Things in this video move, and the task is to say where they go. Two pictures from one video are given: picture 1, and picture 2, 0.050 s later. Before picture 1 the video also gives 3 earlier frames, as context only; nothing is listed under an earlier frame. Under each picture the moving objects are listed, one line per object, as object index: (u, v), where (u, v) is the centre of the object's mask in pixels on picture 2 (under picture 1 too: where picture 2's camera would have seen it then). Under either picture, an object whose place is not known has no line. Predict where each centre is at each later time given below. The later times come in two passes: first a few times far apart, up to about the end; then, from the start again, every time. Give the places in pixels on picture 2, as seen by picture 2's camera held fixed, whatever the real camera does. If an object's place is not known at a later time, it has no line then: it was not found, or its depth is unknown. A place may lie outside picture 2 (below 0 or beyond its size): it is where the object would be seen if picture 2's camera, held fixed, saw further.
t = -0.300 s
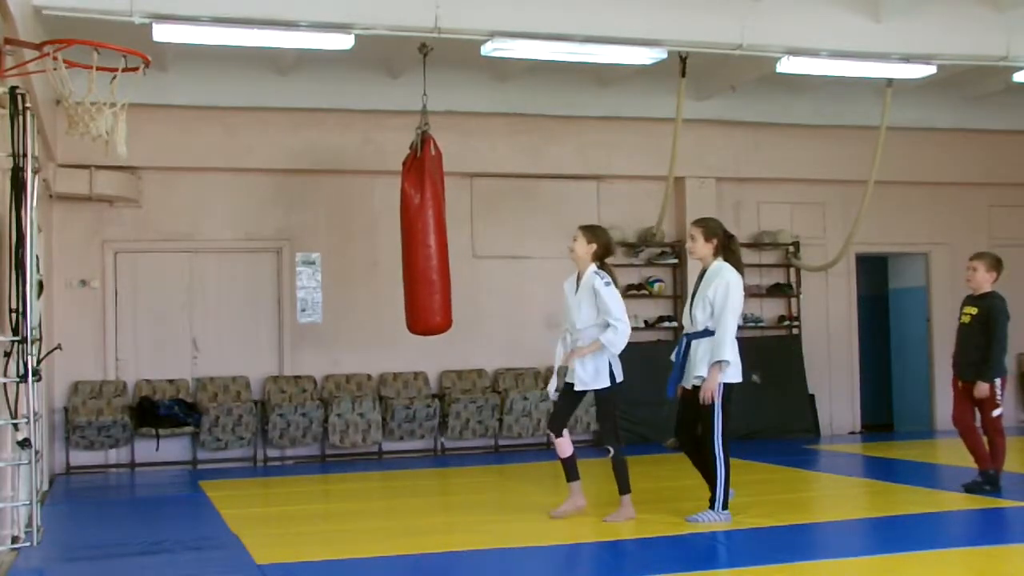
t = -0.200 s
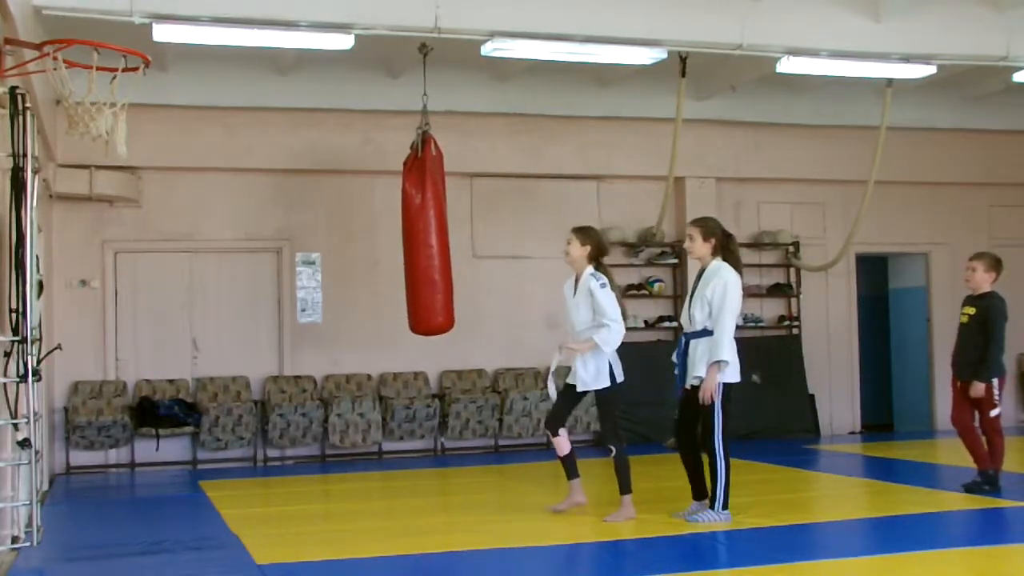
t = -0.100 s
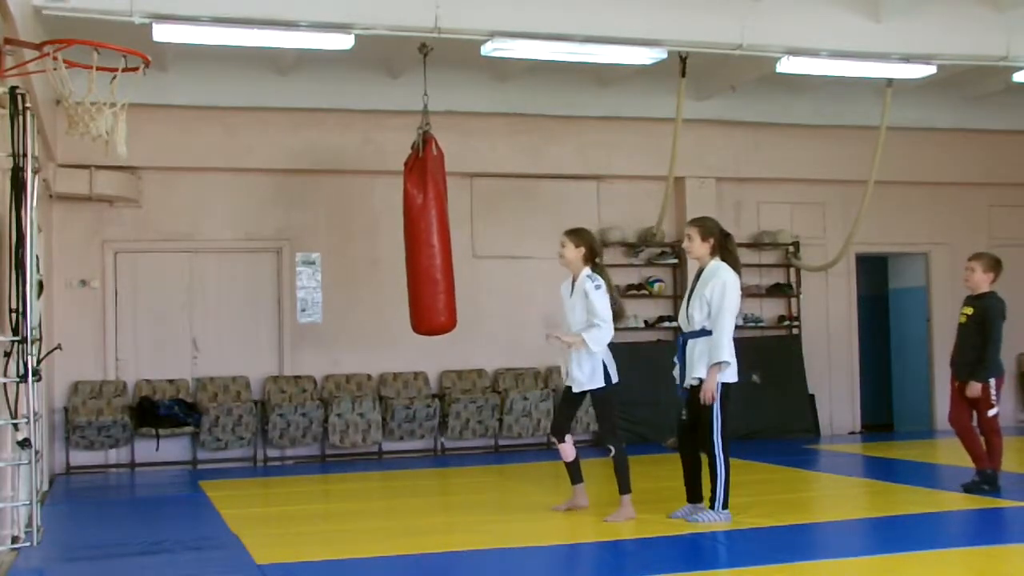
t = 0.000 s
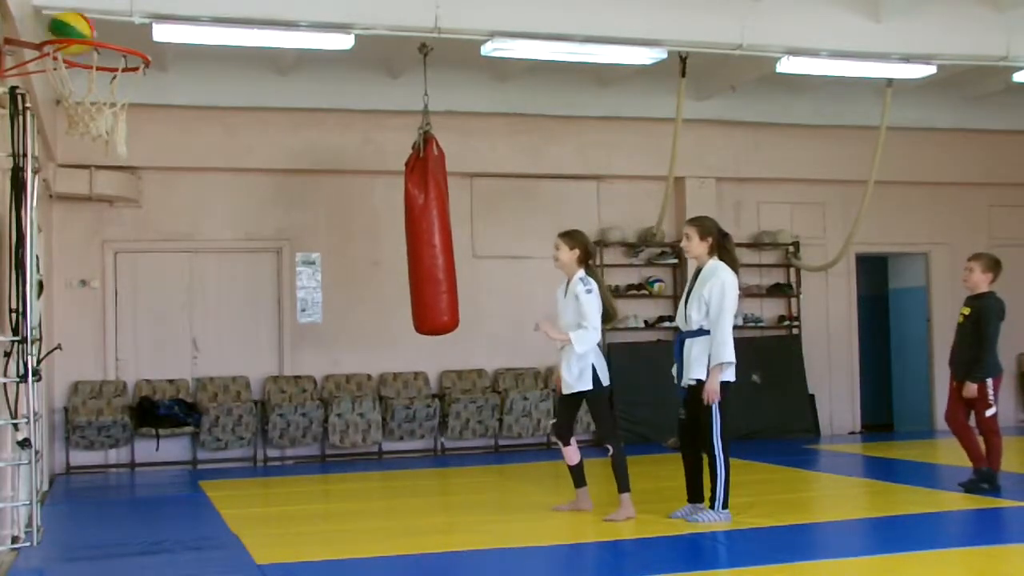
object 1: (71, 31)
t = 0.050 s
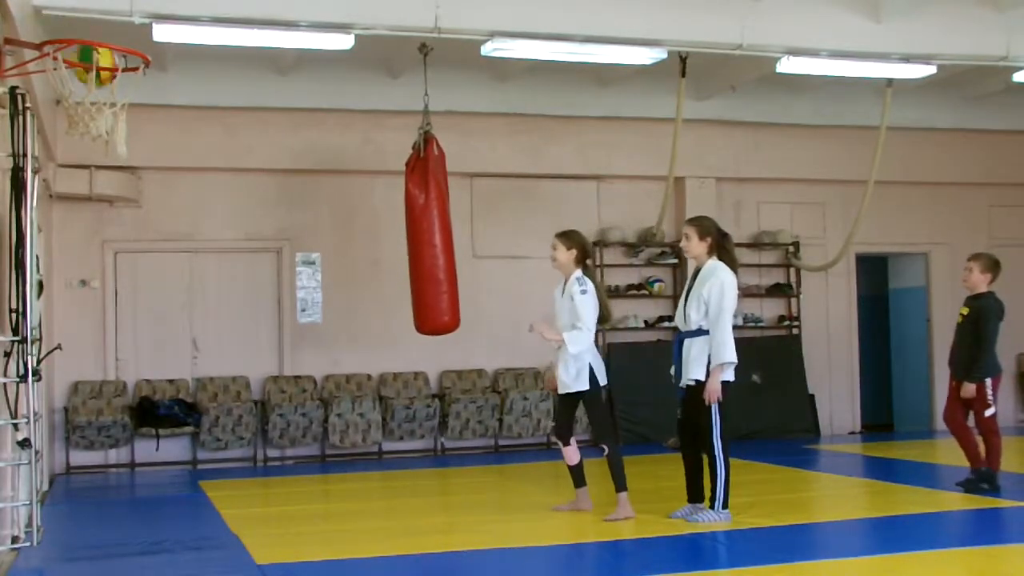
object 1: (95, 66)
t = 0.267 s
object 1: (188, 248)
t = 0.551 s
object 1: (286, 463)
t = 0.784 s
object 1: (353, 309)
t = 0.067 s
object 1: (103, 75)
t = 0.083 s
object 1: (111, 89)
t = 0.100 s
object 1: (119, 95)
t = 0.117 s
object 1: (132, 111)
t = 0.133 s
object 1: (138, 127)
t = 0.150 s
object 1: (142, 140)
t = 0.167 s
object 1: (148, 153)
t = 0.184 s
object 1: (155, 168)
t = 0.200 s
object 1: (161, 182)
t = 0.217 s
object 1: (168, 198)
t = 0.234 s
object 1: (175, 215)
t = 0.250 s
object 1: (182, 231)
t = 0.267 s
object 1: (188, 248)
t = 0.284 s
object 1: (196, 265)
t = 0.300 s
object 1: (202, 284)
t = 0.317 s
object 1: (208, 301)
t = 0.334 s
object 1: (214, 319)
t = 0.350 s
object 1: (220, 338)
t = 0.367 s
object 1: (226, 357)
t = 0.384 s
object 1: (232, 377)
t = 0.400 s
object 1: (238, 396)
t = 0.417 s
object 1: (243, 416)
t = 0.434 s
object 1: (249, 436)
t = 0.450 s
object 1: (254, 457)
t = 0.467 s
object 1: (259, 478)
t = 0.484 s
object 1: (264, 502)
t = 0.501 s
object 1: (270, 510)
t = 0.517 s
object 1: (276, 494)
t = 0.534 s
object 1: (281, 477)
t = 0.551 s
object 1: (286, 463)
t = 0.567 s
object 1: (291, 449)
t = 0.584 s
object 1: (296, 434)
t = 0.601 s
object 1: (302, 421)
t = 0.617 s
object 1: (306, 408)
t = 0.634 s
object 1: (311, 396)
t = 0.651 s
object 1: (315, 385)
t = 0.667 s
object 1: (320, 373)
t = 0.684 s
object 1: (325, 363)
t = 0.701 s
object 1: (329, 352)
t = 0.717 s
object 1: (334, 343)
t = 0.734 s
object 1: (339, 334)
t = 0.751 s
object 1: (343, 324)
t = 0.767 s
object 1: (348, 316)
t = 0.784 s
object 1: (353, 309)
